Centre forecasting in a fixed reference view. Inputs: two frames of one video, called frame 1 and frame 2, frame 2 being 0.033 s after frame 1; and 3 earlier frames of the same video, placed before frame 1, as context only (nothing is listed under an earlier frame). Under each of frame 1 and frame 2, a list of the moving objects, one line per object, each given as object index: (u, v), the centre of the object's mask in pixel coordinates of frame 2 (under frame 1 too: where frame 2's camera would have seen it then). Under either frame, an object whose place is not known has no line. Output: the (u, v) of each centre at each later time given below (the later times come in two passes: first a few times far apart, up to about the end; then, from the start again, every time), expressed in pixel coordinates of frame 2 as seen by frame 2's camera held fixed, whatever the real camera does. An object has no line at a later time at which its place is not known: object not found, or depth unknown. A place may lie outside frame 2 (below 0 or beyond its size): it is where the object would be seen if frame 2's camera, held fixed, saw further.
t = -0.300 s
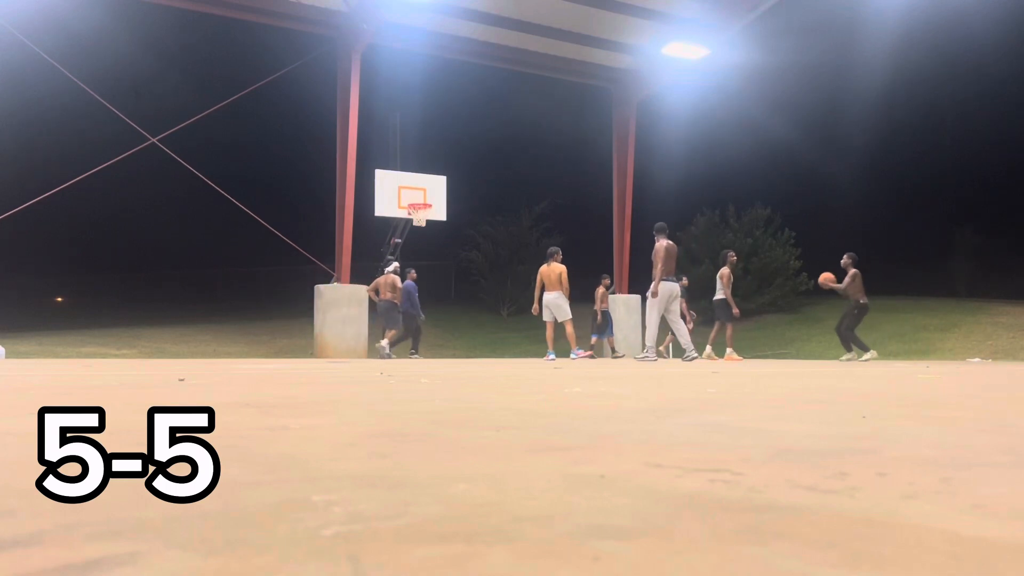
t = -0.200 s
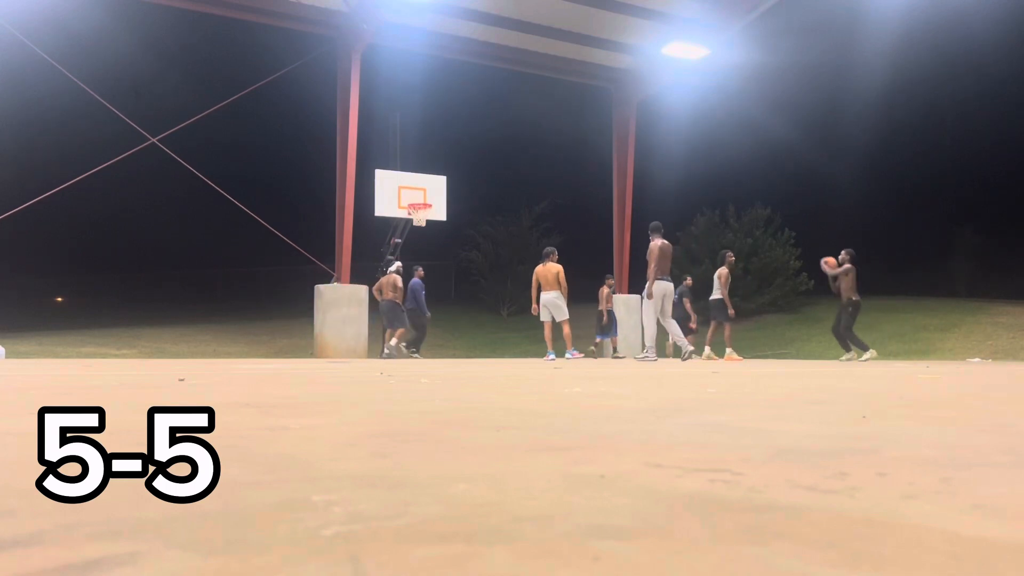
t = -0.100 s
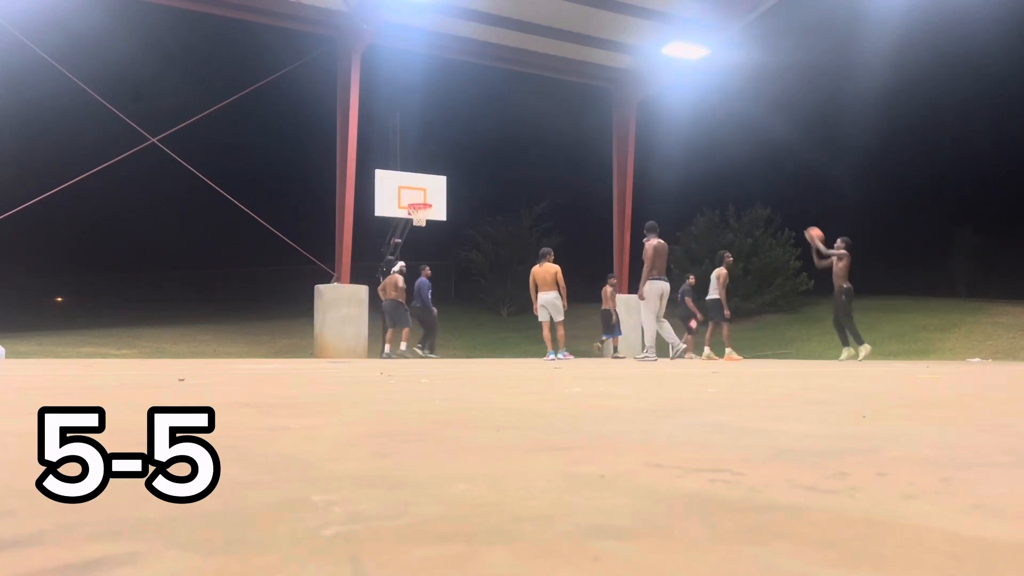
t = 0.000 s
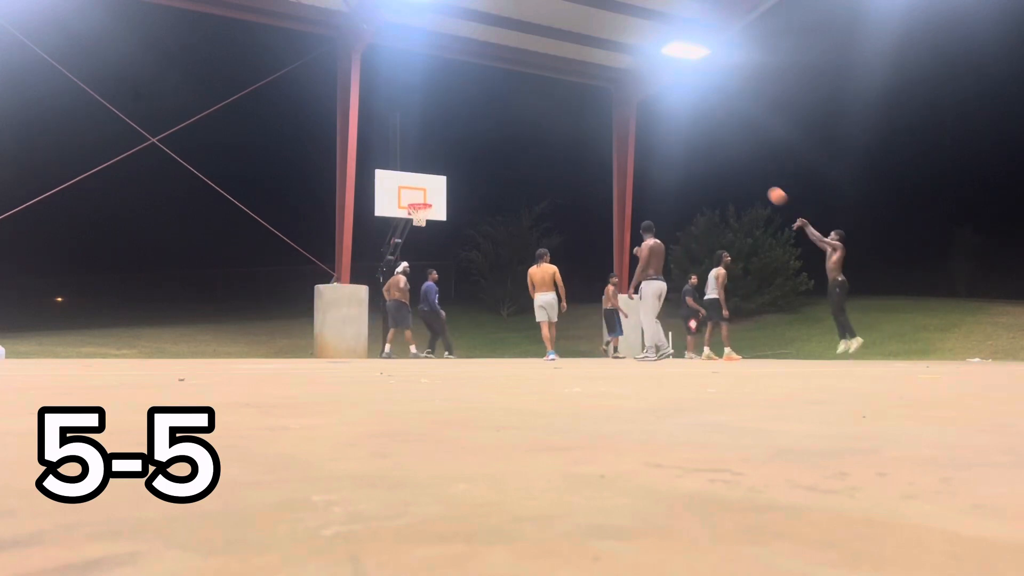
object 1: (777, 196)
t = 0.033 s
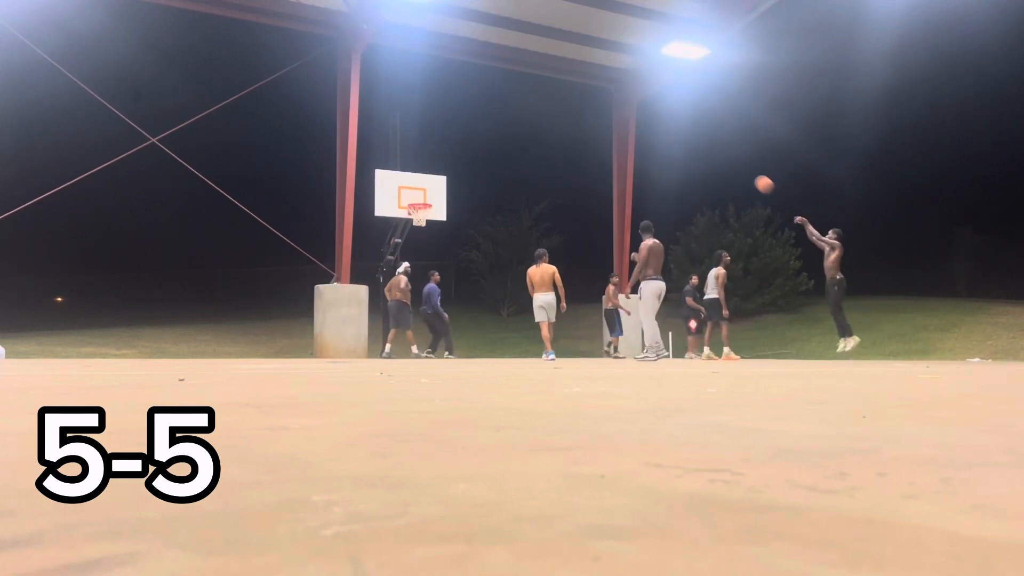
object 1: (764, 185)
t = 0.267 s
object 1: (681, 126)
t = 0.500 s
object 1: (608, 103)
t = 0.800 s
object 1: (526, 116)
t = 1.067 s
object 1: (463, 162)
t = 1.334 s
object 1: (430, 184)
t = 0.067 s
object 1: (751, 174)
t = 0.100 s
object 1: (739, 164)
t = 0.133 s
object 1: (726, 155)
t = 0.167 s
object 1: (715, 146)
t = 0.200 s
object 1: (703, 139)
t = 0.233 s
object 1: (692, 132)
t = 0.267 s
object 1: (681, 126)
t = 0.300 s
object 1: (670, 120)
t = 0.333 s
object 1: (659, 116)
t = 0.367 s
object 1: (648, 112)
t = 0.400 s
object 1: (638, 109)
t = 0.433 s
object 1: (628, 106)
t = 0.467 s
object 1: (618, 104)
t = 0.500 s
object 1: (608, 103)
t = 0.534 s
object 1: (598, 102)
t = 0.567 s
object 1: (589, 102)
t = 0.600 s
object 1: (579, 102)
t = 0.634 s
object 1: (570, 103)
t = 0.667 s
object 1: (561, 104)
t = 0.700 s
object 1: (552, 106)
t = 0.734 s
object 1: (544, 109)
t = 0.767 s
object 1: (535, 112)
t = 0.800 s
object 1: (526, 116)
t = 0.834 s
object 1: (518, 120)
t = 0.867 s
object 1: (510, 124)
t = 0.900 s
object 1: (502, 129)
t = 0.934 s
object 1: (494, 135)
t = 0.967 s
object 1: (486, 141)
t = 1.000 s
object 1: (478, 148)
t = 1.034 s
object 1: (470, 155)
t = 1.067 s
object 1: (463, 162)
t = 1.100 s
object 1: (455, 170)
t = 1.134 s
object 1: (449, 178)
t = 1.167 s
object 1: (441, 186)
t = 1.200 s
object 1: (433, 196)
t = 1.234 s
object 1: (429, 200)
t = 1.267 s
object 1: (427, 195)
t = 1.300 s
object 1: (427, 189)
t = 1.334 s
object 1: (430, 184)
